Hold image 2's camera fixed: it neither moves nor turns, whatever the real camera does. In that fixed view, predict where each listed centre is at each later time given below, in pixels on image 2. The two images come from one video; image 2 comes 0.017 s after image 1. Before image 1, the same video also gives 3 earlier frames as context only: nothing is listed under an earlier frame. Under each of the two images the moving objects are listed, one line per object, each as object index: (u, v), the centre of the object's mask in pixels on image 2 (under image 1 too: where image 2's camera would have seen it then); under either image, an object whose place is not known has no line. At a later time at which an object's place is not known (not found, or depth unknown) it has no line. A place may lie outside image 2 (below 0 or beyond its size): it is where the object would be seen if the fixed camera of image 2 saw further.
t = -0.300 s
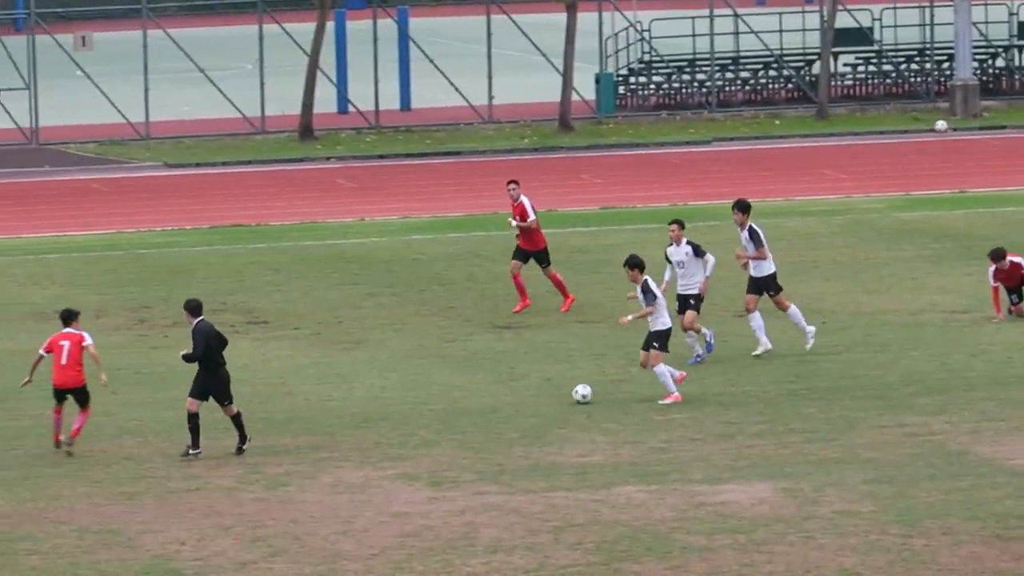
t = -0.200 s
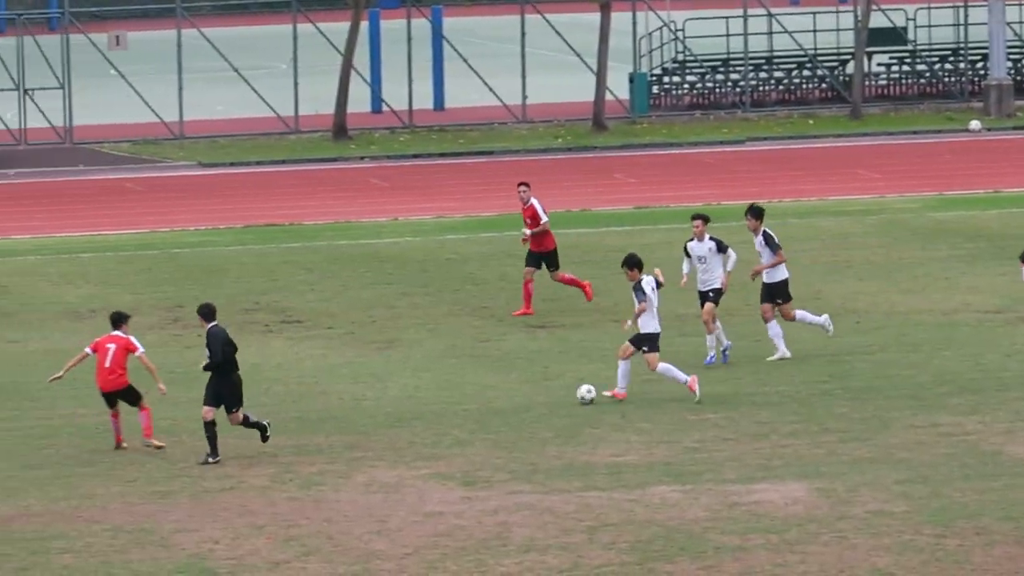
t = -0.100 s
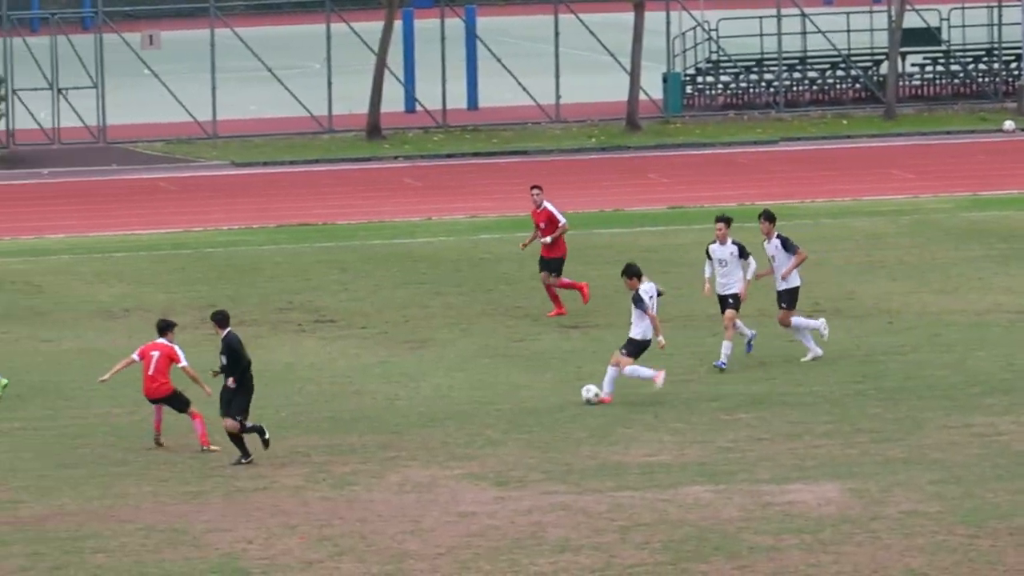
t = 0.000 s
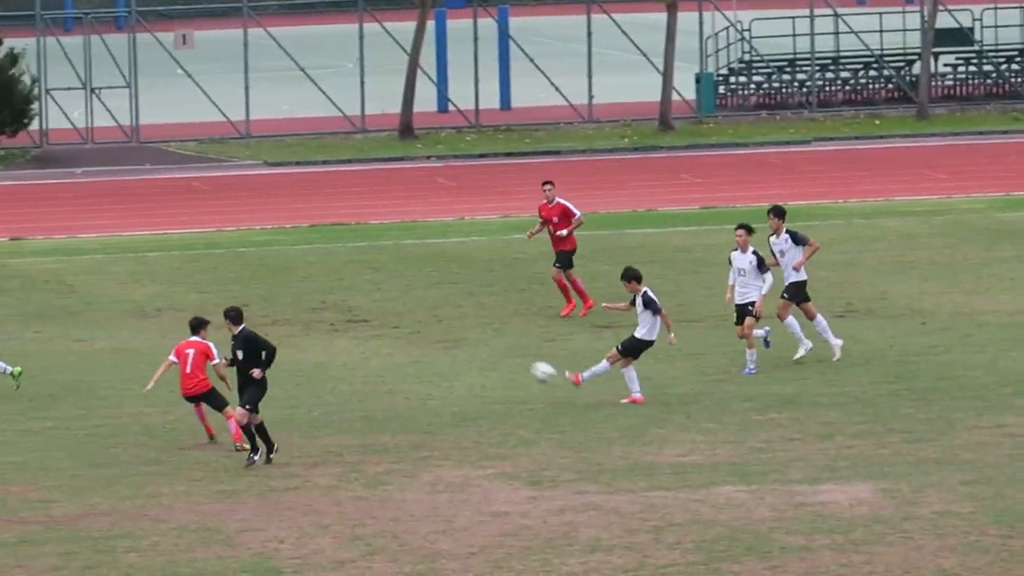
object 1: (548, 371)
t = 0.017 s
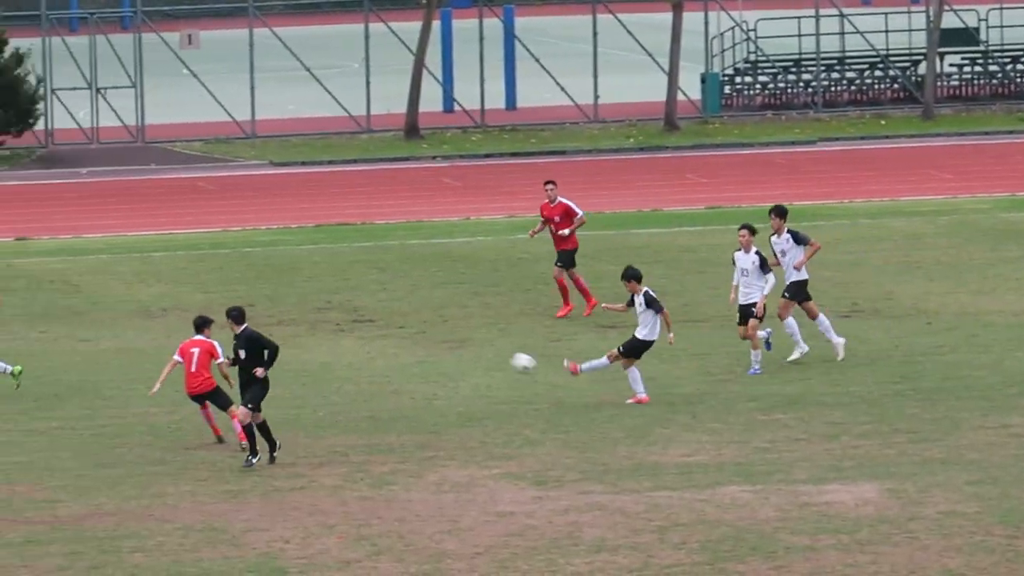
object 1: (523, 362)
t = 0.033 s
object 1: (498, 353)
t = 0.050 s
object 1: (473, 345)
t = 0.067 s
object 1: (449, 337)
